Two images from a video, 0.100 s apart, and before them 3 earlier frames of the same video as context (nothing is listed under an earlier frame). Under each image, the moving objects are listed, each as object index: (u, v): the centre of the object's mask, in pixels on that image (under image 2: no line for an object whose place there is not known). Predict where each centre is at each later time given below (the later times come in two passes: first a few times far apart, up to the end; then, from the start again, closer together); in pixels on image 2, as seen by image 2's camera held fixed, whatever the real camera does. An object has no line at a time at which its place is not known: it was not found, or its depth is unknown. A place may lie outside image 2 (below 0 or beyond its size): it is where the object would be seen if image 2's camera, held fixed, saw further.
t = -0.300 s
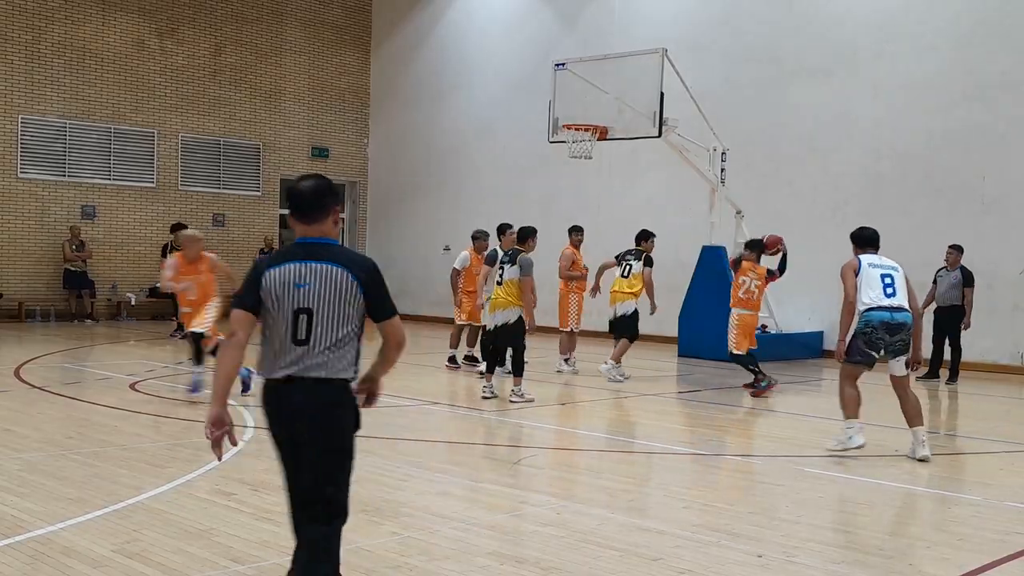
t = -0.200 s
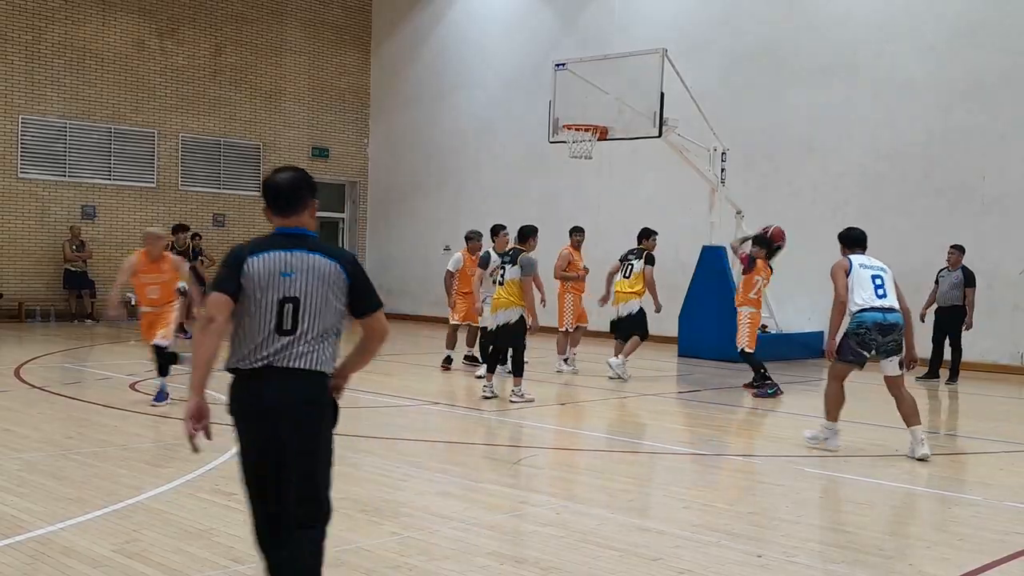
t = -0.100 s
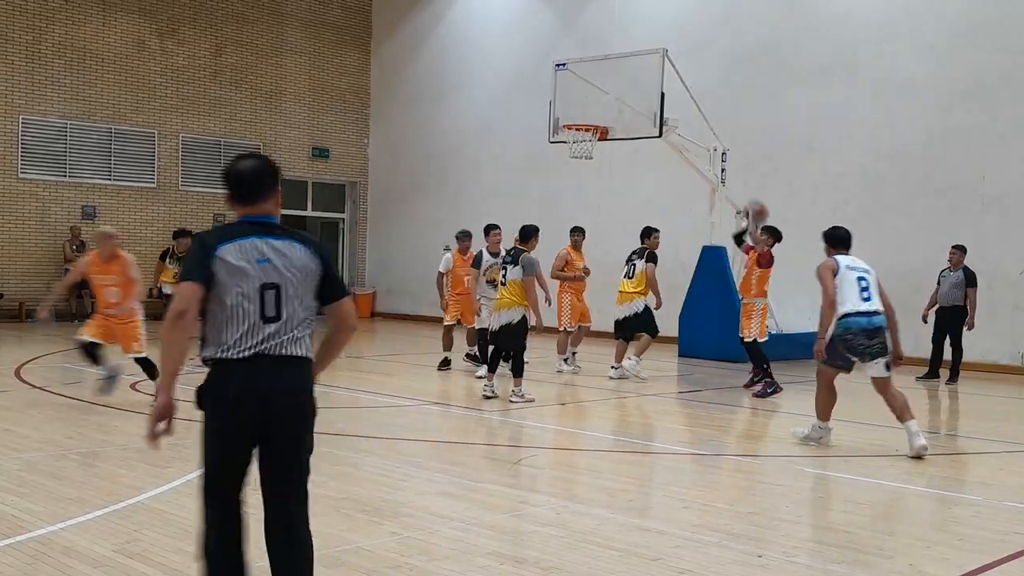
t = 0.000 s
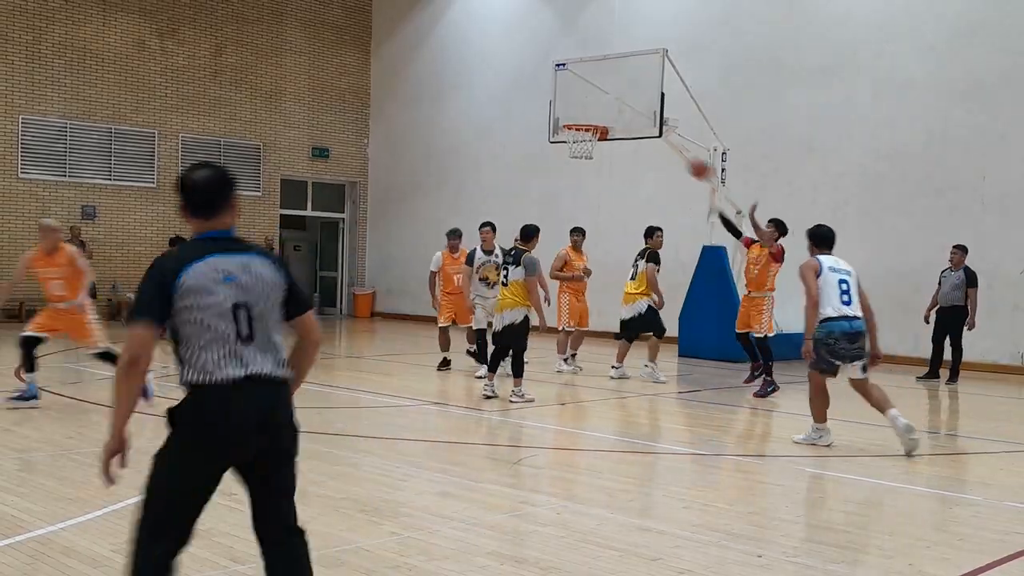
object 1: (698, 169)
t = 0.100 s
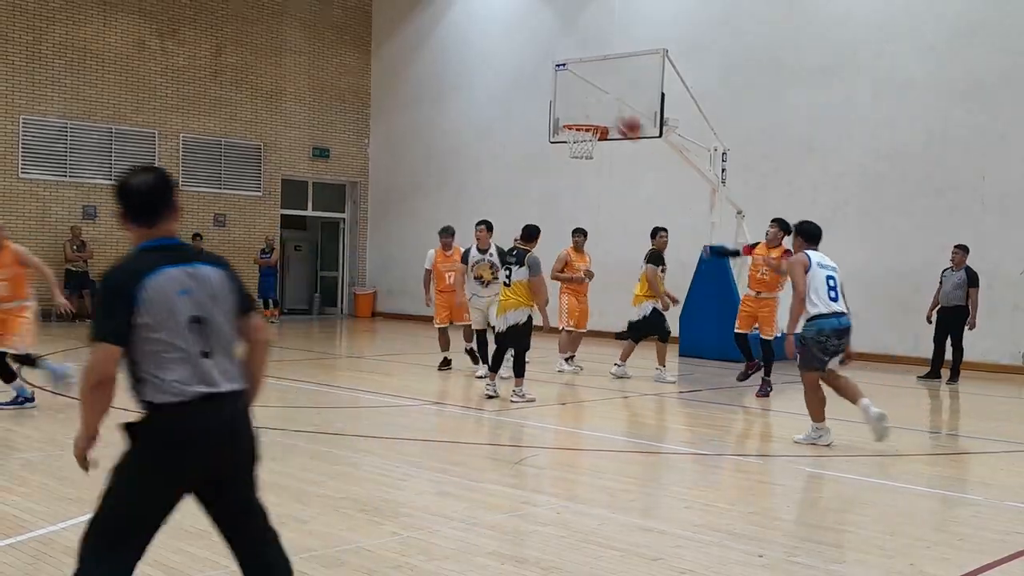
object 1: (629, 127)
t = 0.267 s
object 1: (492, 72)
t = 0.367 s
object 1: (398, 46)
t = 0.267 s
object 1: (492, 72)
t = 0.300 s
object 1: (462, 63)
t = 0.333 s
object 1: (433, 55)
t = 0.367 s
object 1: (398, 46)
